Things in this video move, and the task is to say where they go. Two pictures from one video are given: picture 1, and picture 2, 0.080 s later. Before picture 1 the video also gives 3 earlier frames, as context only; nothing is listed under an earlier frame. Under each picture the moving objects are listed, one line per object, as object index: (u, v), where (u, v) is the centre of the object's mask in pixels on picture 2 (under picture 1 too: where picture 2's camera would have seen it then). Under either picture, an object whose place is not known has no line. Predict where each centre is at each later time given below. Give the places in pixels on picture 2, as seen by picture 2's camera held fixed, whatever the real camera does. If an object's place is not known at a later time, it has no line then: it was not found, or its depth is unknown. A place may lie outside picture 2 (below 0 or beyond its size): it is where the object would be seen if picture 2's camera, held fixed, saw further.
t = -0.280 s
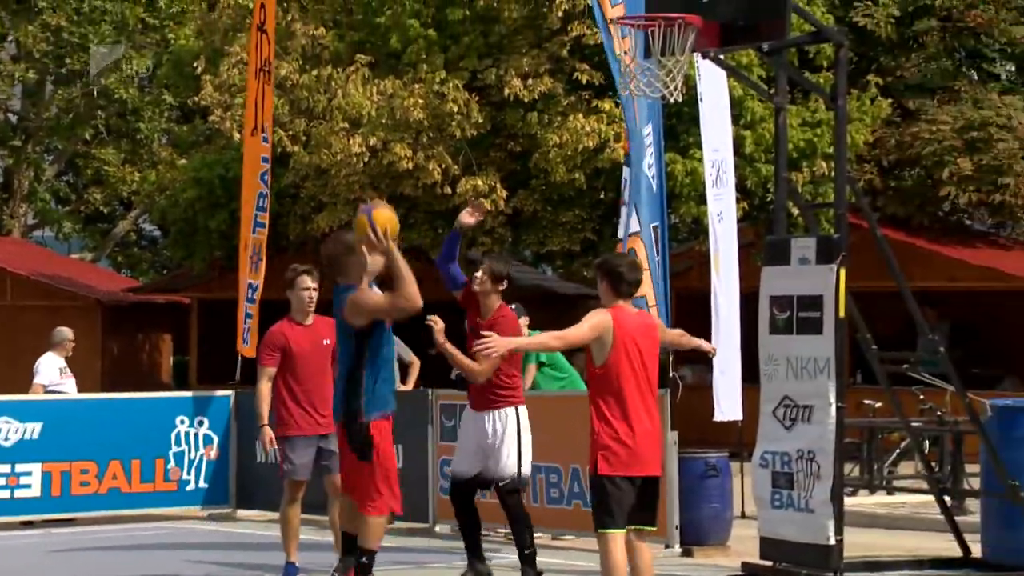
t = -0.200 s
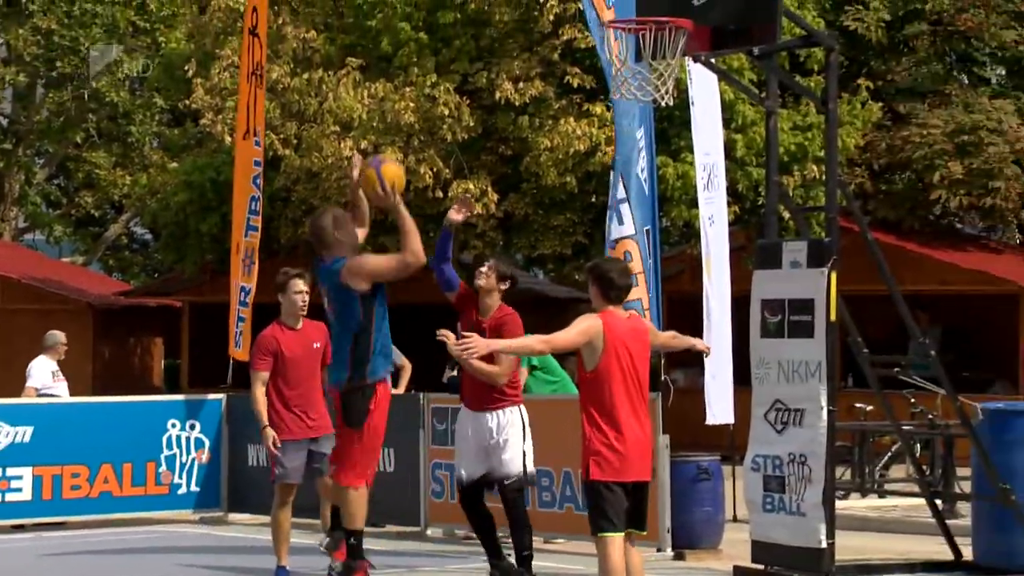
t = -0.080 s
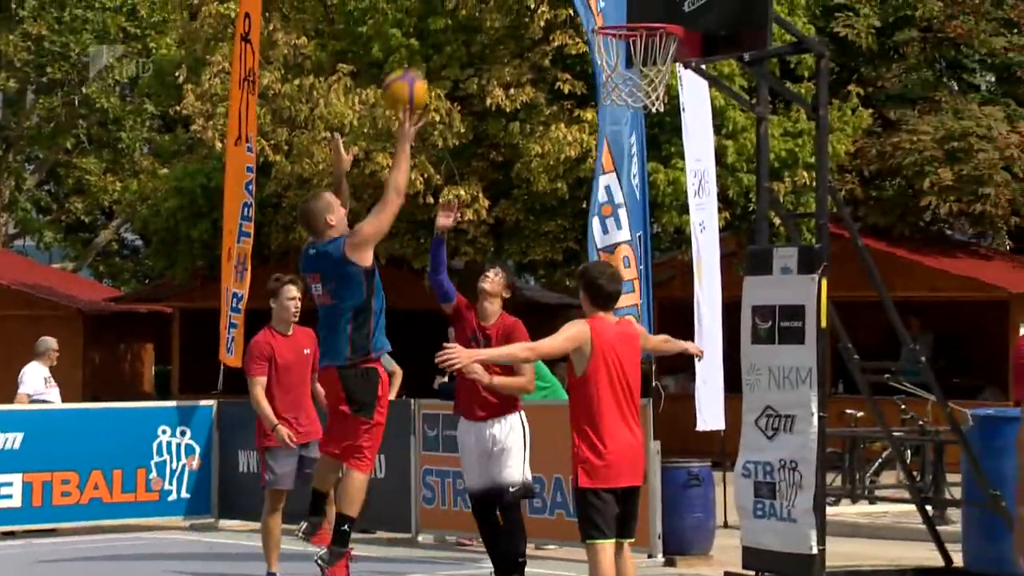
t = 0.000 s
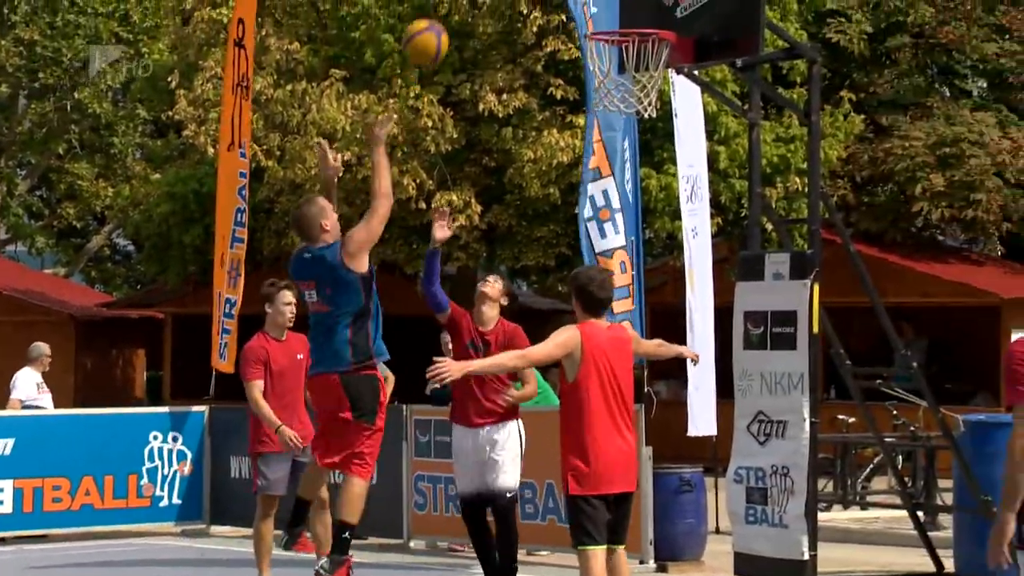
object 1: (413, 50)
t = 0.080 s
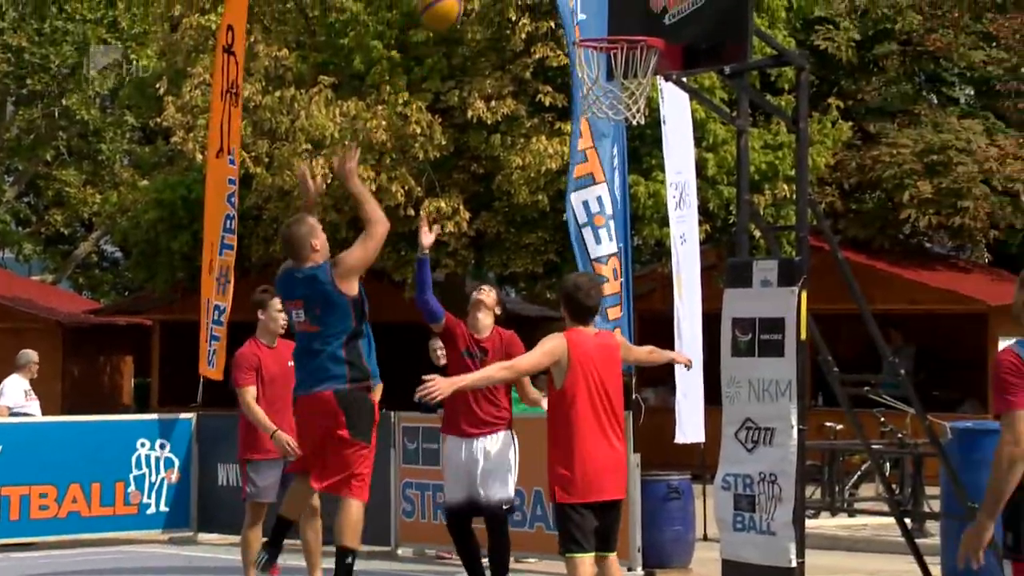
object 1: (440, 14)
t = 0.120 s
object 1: (455, 3)
